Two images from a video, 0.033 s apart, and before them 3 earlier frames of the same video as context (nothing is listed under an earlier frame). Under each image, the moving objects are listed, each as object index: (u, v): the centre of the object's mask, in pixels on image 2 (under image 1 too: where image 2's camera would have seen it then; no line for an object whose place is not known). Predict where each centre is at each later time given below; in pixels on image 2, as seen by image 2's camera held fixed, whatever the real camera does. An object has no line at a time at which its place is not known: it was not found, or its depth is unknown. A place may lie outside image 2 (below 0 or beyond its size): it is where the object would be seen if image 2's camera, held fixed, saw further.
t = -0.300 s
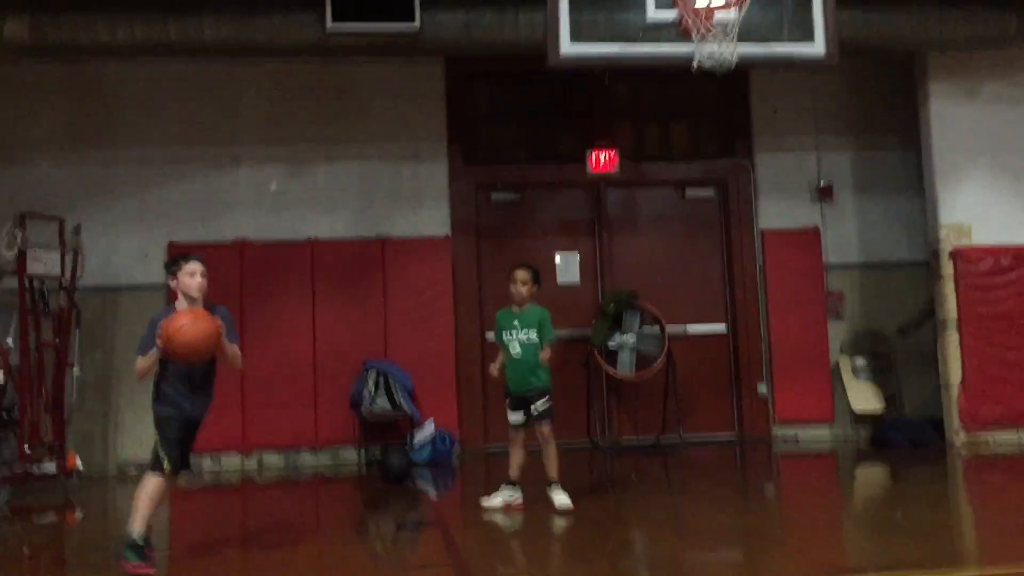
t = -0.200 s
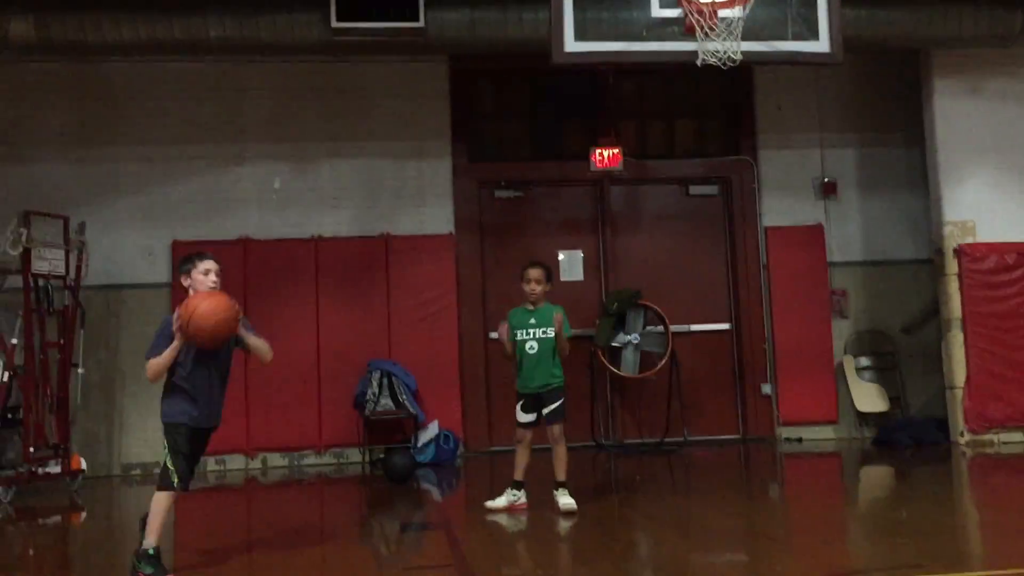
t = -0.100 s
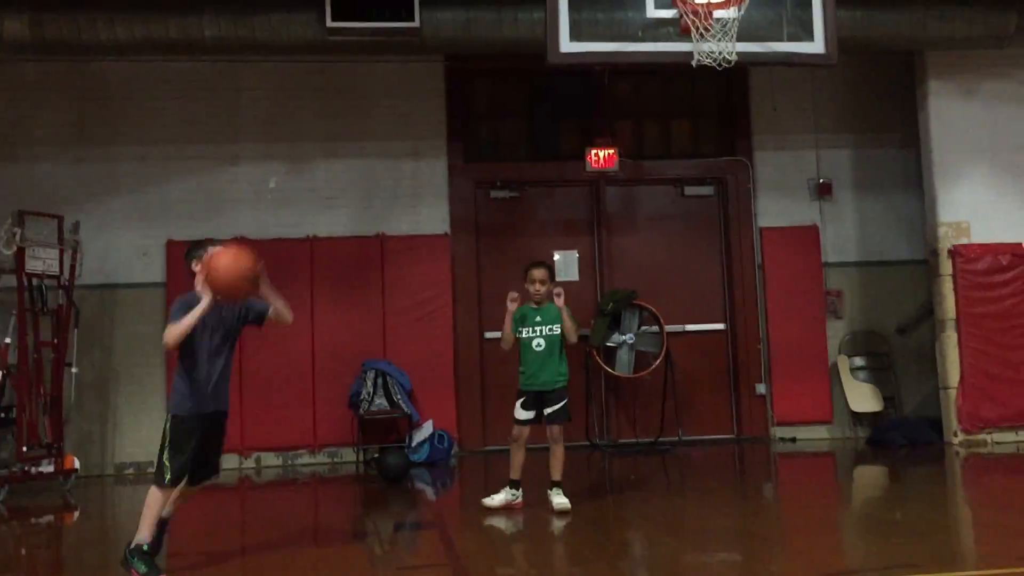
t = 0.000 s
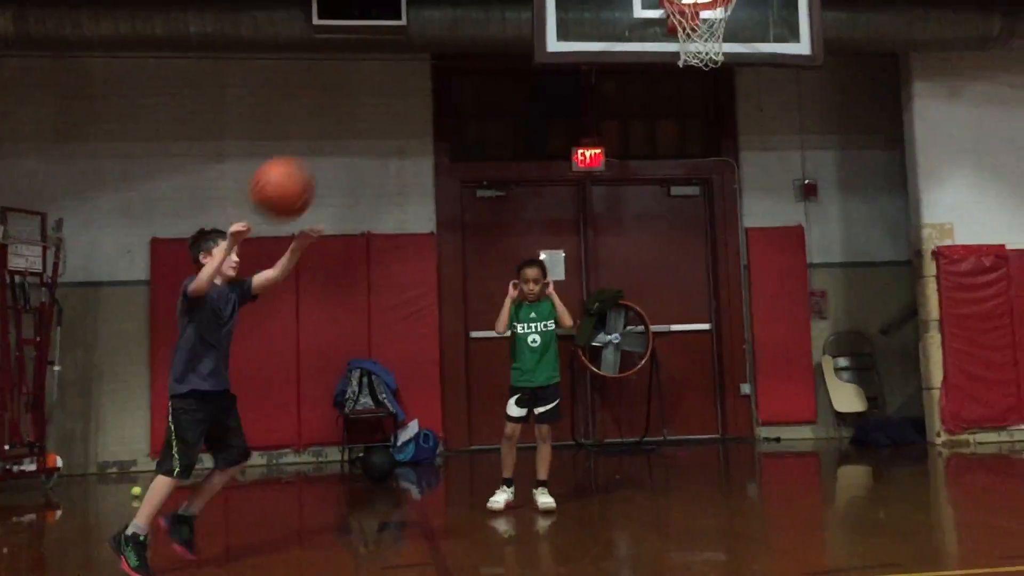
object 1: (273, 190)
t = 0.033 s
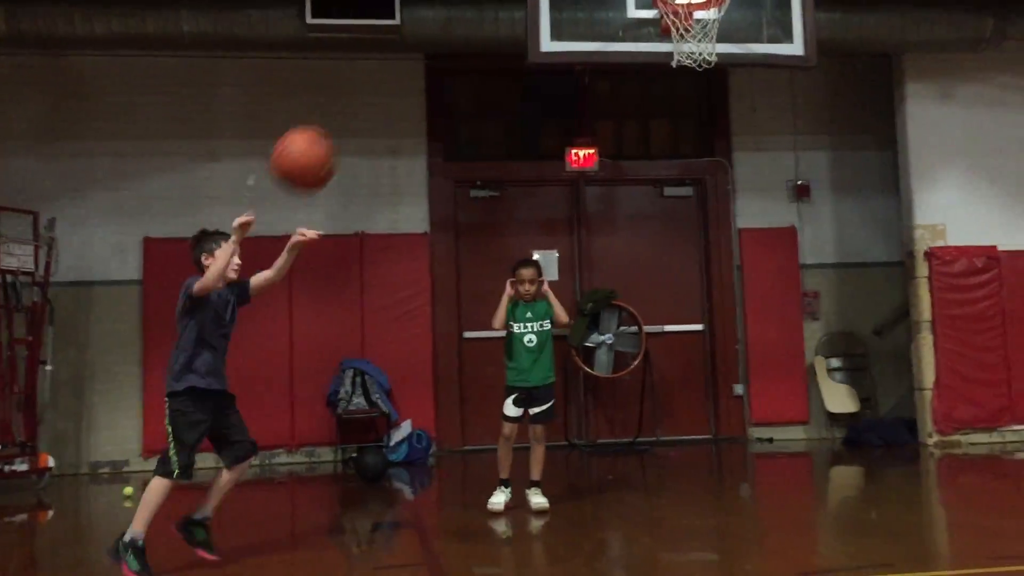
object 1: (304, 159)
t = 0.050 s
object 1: (320, 146)
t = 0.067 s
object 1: (335, 136)
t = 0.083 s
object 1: (351, 122)
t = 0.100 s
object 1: (368, 108)
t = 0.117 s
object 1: (385, 96)
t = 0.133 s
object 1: (402, 85)
